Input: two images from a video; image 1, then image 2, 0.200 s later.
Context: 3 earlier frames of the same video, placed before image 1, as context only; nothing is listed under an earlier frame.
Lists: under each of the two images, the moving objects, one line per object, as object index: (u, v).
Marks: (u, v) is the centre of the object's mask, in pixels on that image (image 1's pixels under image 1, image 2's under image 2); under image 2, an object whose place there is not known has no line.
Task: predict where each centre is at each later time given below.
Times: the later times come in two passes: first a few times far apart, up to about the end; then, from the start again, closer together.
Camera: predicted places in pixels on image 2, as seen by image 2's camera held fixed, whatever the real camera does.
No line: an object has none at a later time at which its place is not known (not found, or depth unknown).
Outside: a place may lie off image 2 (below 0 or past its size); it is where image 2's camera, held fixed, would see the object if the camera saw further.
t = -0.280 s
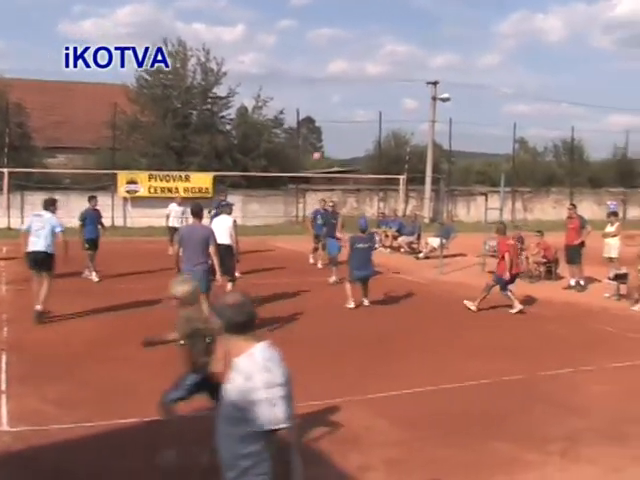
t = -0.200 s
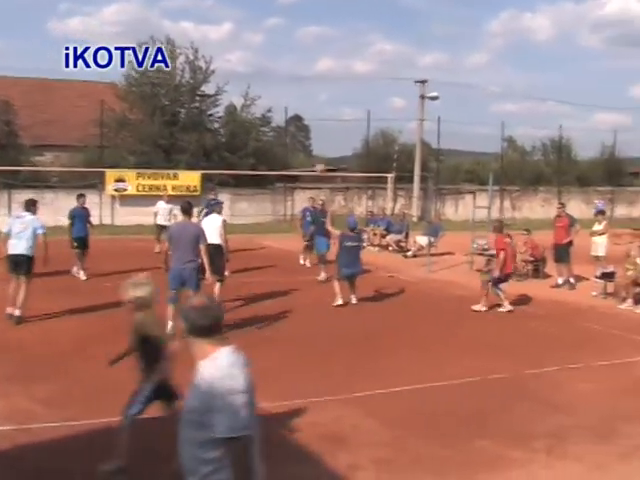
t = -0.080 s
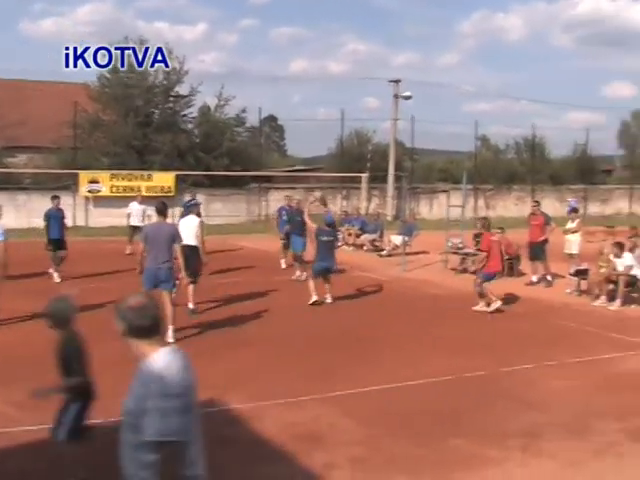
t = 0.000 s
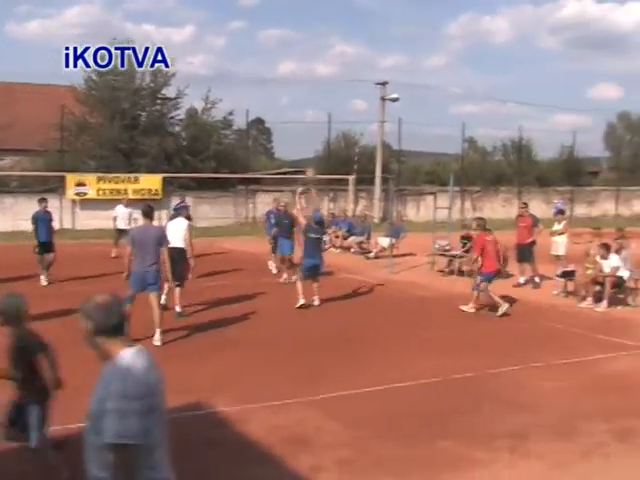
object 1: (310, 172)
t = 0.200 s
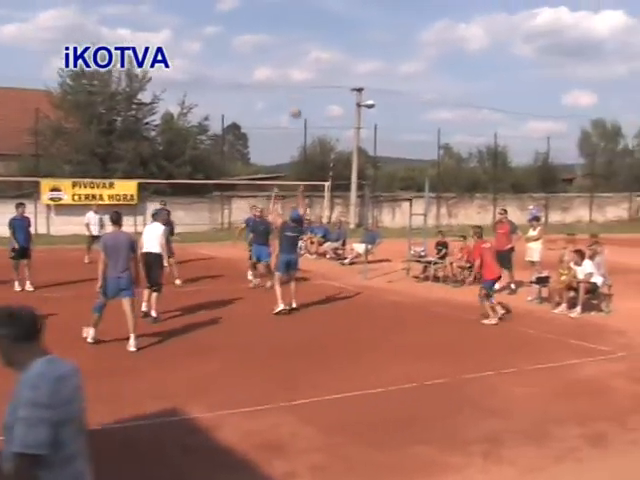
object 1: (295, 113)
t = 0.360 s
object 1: (302, 74)
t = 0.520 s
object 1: (308, 50)
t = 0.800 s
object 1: (318, 40)
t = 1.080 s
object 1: (326, 72)
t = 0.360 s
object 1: (302, 74)
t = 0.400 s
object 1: (303, 67)
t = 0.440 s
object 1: (305, 60)
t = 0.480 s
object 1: (306, 55)
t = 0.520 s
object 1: (308, 50)
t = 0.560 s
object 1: (309, 46)
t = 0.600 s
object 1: (311, 43)
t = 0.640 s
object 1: (312, 41)
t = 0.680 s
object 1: (314, 40)
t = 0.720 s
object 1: (315, 39)
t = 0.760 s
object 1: (317, 39)
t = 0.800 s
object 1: (318, 40)
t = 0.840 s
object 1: (319, 42)
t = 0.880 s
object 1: (321, 45)
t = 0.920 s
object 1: (322, 48)
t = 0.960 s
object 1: (323, 52)
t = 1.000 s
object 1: (325, 59)
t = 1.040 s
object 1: (326, 64)
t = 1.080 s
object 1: (326, 72)
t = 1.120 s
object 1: (328, 79)
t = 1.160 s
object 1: (328, 89)
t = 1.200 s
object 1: (330, 98)
